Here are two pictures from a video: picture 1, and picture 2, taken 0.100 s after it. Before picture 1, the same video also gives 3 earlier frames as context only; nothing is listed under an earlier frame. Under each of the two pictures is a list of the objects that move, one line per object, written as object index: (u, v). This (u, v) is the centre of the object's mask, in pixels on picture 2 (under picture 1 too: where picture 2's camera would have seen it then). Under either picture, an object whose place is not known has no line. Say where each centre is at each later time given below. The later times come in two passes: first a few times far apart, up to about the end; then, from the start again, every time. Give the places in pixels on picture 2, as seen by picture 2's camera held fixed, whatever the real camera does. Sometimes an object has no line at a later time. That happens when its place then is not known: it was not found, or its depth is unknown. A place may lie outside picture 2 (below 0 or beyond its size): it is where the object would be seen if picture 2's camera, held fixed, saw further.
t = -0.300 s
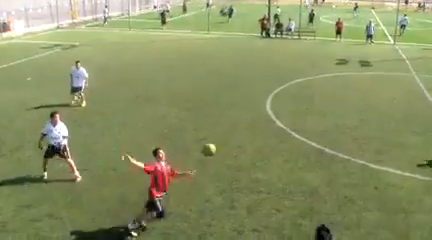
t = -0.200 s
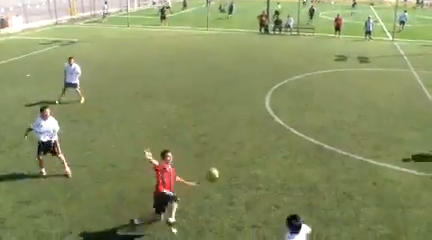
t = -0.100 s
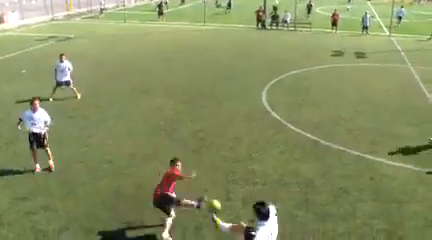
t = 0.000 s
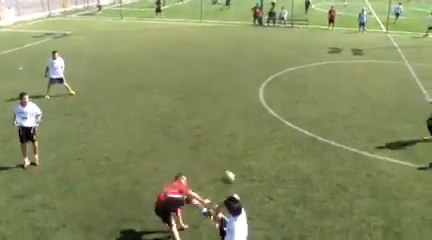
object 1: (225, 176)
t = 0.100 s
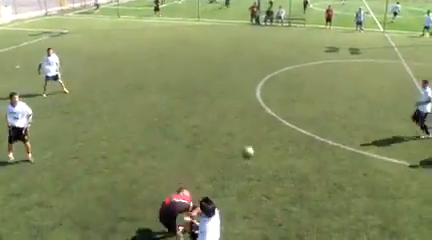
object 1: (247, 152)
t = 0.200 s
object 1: (268, 135)
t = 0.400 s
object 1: (302, 120)
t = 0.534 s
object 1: (321, 122)
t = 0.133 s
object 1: (255, 146)
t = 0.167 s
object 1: (261, 140)
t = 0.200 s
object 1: (268, 135)
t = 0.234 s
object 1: (274, 131)
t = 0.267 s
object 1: (281, 127)
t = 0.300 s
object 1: (286, 124)
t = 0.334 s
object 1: (292, 122)
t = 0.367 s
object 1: (297, 121)
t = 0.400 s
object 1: (302, 120)
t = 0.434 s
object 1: (308, 119)
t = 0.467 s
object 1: (312, 120)
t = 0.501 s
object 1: (317, 121)
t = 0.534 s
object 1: (321, 122)
